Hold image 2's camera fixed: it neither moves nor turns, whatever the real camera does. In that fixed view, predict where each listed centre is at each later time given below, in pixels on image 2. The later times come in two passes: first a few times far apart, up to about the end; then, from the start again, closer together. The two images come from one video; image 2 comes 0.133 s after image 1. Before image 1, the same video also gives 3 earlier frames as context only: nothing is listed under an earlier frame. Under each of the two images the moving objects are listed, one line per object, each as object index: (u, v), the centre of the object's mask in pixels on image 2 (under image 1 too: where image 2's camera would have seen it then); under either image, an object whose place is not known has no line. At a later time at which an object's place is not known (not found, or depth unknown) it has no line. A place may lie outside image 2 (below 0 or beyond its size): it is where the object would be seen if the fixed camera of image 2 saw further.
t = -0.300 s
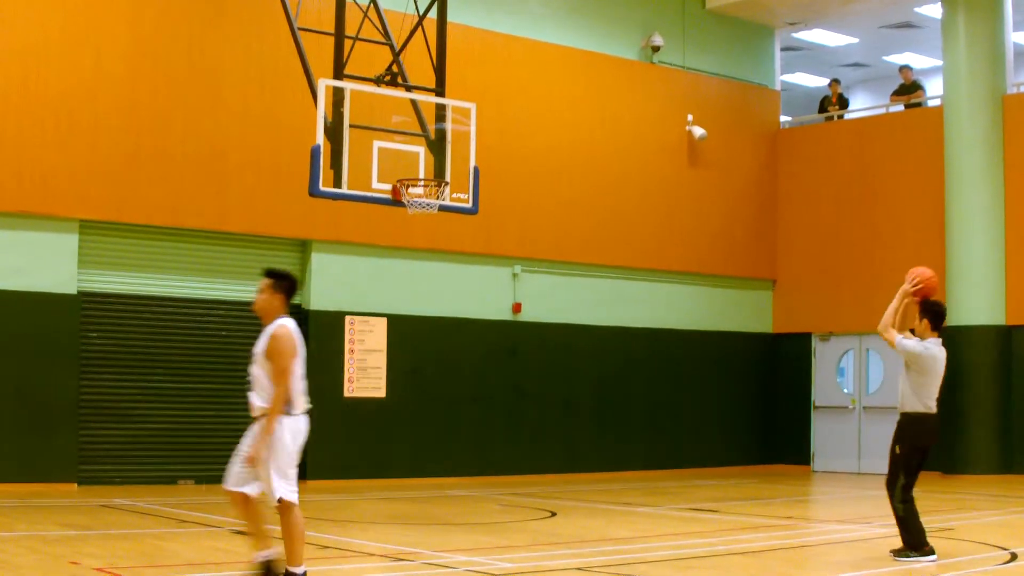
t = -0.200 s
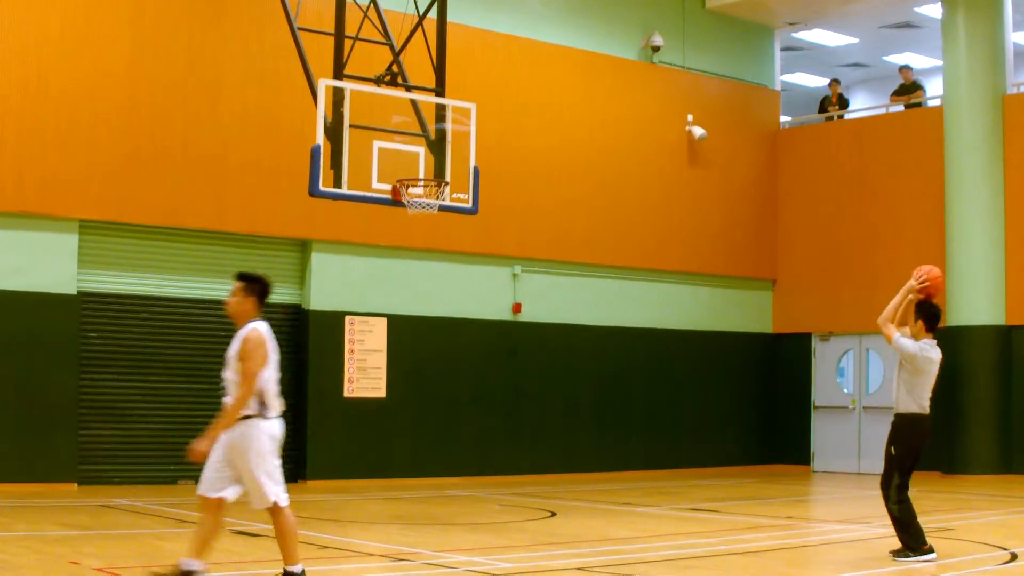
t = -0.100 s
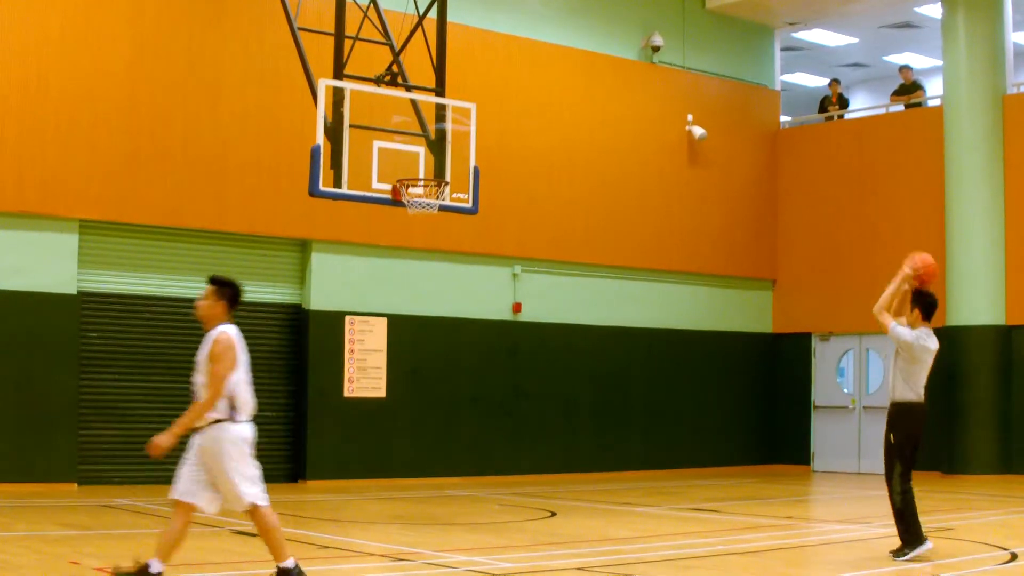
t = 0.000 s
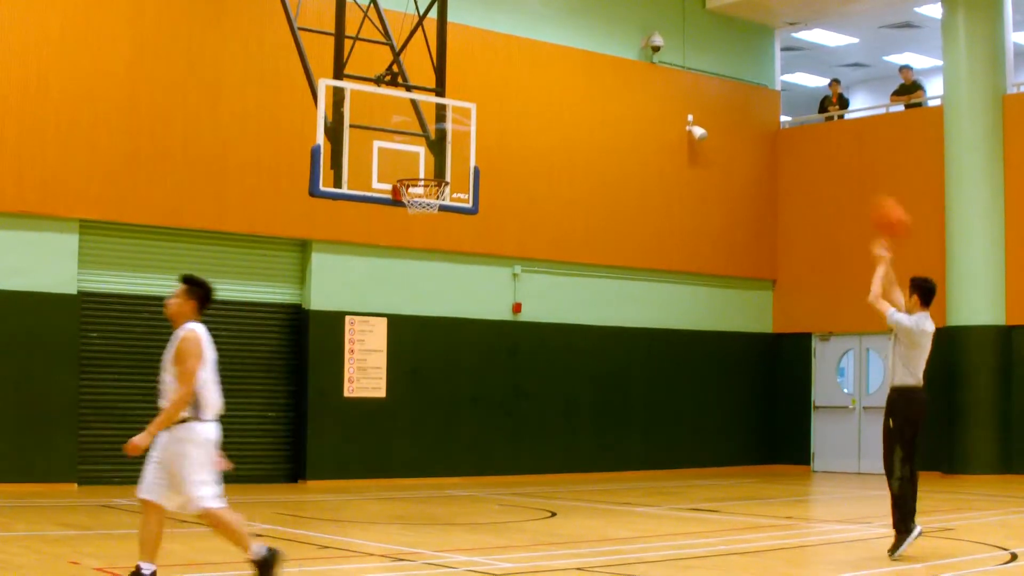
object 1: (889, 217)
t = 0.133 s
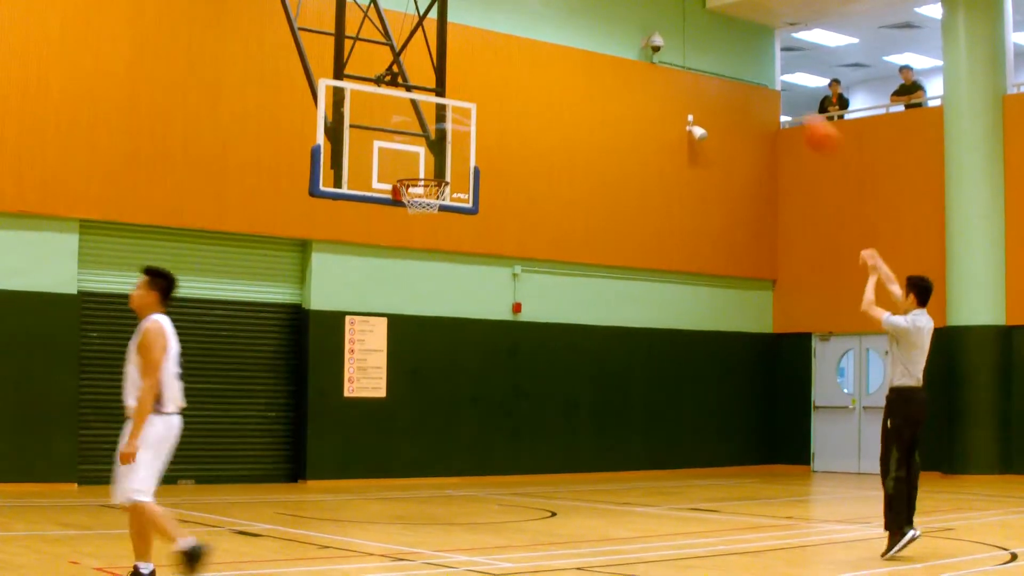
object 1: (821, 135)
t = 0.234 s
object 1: (767, 88)
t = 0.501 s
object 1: (648, 34)
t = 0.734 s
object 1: (554, 56)
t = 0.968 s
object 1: (468, 136)
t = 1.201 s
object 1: (458, 122)
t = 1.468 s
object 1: (486, 96)
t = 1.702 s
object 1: (510, 135)
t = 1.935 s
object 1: (534, 241)
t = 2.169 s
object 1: (560, 428)
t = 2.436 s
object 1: (570, 399)
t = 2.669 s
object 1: (569, 287)
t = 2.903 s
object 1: (566, 237)
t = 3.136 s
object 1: (564, 253)
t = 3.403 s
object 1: (559, 357)
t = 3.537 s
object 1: (556, 445)
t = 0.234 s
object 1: (767, 88)
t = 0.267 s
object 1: (751, 76)
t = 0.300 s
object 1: (736, 65)
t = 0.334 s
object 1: (720, 57)
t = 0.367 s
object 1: (706, 49)
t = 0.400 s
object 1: (691, 44)
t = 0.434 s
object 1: (677, 39)
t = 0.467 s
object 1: (662, 36)
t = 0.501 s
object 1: (648, 34)
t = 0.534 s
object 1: (634, 34)
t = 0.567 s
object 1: (619, 33)
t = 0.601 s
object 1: (607, 36)
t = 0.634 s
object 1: (592, 39)
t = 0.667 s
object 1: (580, 44)
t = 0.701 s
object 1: (566, 51)
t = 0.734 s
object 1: (554, 56)
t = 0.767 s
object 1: (540, 65)
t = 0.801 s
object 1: (528, 74)
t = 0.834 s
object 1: (515, 85)
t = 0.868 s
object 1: (503, 96)
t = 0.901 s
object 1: (492, 108)
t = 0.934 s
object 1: (481, 121)
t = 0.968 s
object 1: (468, 136)
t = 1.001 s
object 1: (457, 151)
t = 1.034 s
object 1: (445, 166)
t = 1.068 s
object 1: (445, 161)
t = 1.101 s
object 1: (447, 151)
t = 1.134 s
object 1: (451, 140)
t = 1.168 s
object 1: (455, 130)
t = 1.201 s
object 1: (458, 122)
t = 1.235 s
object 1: (462, 116)
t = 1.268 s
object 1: (465, 109)
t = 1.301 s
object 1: (469, 104)
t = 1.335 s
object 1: (472, 100)
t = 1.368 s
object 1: (476, 97)
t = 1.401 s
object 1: (479, 95)
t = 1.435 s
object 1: (483, 95)
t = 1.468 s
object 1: (486, 96)
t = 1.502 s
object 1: (490, 98)
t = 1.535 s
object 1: (493, 101)
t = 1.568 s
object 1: (496, 105)
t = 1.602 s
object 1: (500, 111)
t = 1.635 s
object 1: (503, 117)
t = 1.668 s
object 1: (507, 126)
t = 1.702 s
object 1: (510, 135)
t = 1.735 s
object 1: (513, 146)
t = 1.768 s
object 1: (517, 159)
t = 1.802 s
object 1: (520, 171)
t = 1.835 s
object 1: (523, 187)
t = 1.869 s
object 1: (526, 204)
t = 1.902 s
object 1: (530, 223)
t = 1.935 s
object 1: (534, 241)
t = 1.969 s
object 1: (540, 264)
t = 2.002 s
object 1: (542, 287)
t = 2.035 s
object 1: (545, 316)
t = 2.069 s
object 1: (549, 342)
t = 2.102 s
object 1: (552, 367)
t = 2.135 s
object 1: (555, 397)
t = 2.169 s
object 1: (560, 428)
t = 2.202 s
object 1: (563, 454)
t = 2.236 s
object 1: (566, 491)
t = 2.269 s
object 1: (568, 514)
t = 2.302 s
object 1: (569, 485)
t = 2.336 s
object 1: (569, 461)
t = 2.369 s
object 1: (569, 442)
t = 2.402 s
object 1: (569, 420)
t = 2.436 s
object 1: (570, 399)
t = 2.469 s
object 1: (570, 379)
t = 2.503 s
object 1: (570, 361)
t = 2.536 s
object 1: (570, 344)
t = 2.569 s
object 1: (570, 330)
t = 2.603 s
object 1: (569, 314)
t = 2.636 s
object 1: (569, 298)
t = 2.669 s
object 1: (569, 287)
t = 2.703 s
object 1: (568, 275)
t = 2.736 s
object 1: (568, 265)
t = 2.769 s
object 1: (568, 257)
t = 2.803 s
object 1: (568, 250)
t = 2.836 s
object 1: (568, 245)
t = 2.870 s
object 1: (567, 240)
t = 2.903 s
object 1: (566, 237)
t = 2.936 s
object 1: (566, 236)
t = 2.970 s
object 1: (566, 235)
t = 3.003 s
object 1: (566, 236)
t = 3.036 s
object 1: (565, 238)
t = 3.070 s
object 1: (565, 241)
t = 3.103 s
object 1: (564, 246)
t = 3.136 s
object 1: (564, 253)
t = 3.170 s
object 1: (564, 260)
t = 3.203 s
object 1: (563, 269)
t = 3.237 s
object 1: (563, 280)
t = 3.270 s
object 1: (562, 292)
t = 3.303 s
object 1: (561, 306)
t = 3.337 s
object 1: (560, 324)
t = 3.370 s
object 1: (560, 340)
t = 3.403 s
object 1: (559, 357)
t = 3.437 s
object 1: (558, 377)
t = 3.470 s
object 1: (558, 398)
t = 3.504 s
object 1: (557, 420)
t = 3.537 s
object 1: (556, 445)
